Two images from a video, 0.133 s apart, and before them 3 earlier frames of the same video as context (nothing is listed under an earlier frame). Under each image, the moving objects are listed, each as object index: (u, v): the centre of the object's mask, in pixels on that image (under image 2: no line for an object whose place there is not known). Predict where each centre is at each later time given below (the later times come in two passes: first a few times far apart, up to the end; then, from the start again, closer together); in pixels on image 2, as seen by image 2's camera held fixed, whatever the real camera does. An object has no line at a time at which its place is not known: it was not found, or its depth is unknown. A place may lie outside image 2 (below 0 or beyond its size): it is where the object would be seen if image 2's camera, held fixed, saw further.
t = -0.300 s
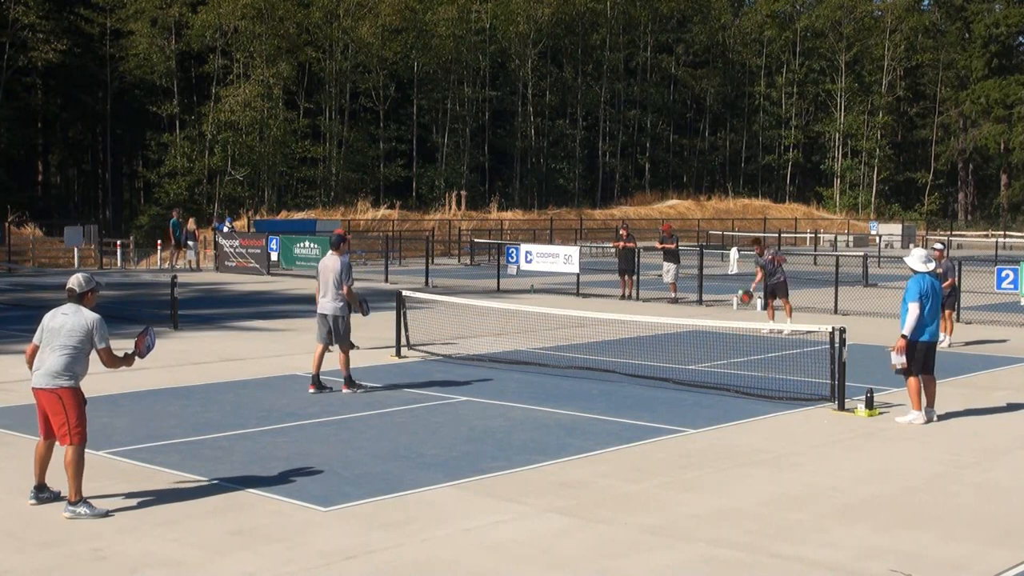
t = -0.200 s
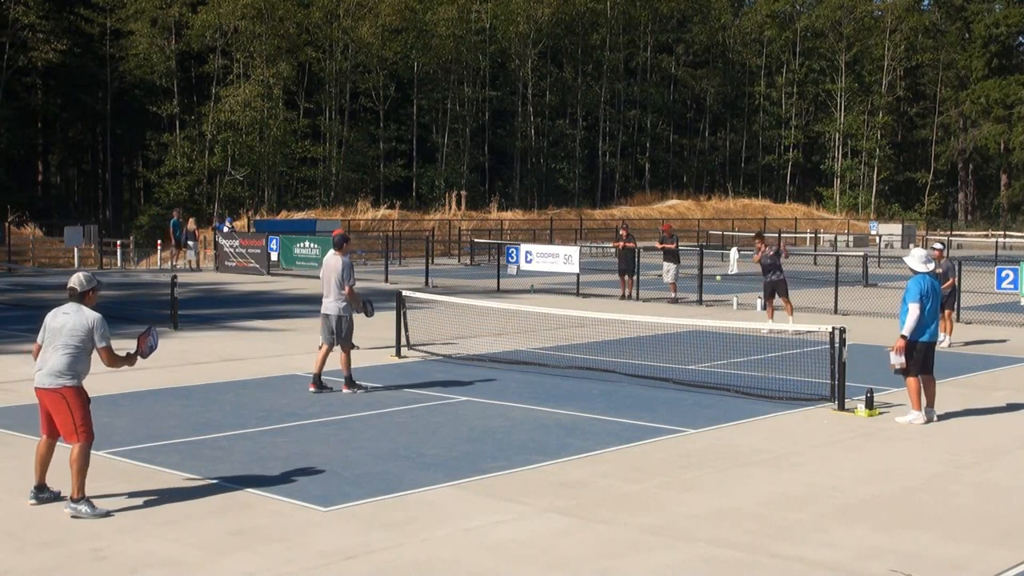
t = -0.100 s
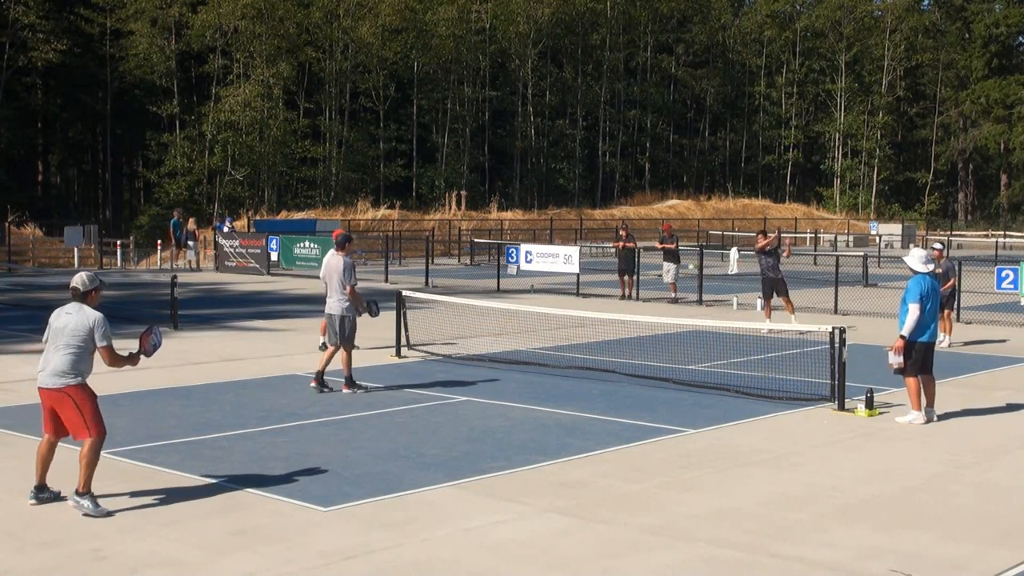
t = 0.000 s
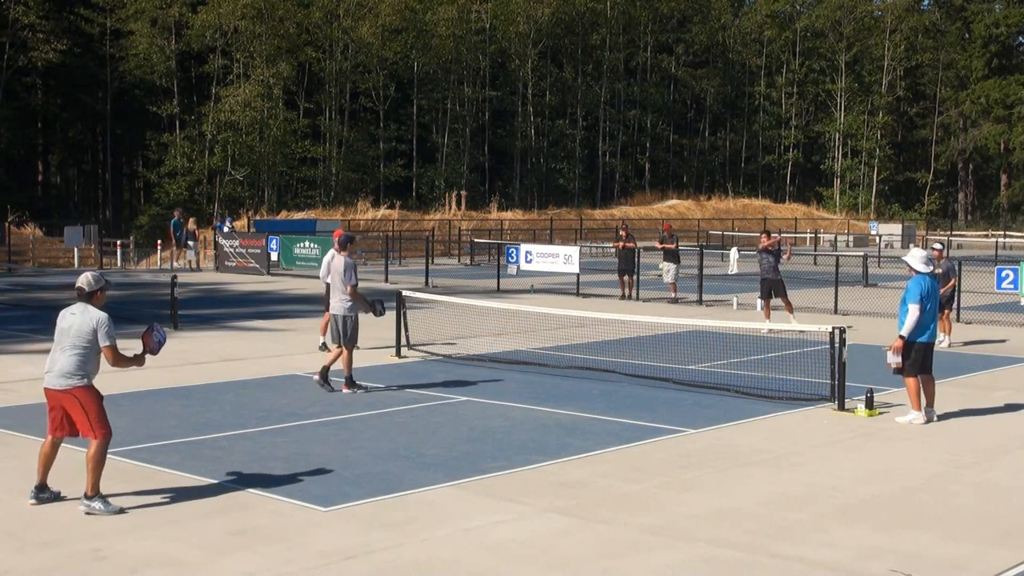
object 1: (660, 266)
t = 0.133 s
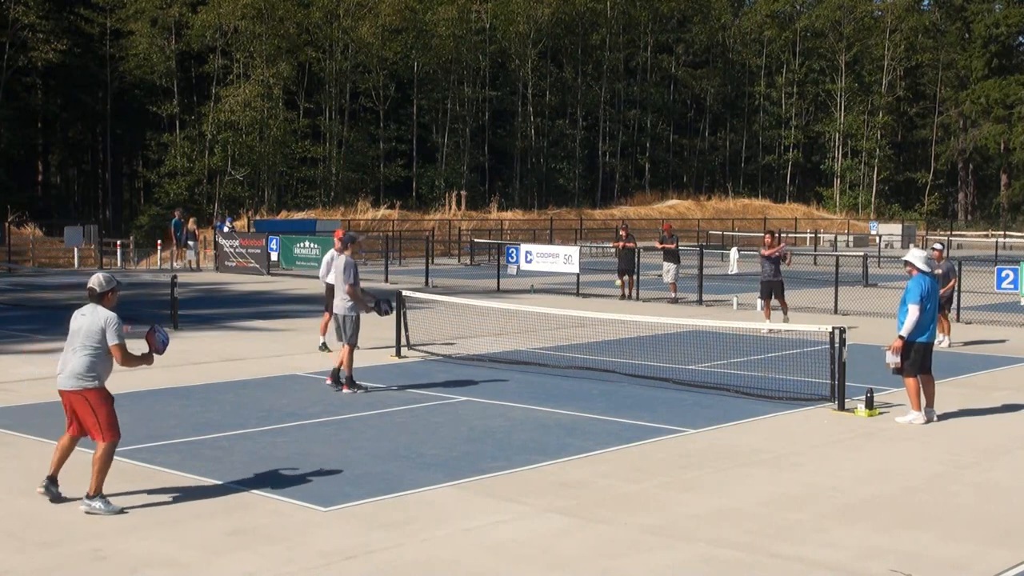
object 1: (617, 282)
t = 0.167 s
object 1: (606, 291)
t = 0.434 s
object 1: (499, 415)
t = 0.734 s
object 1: (380, 403)
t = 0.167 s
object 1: (606, 291)
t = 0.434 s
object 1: (499, 415)
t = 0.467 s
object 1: (485, 424)
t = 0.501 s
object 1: (474, 417)
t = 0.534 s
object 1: (462, 410)
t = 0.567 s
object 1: (450, 405)
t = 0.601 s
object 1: (436, 401)
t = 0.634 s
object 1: (423, 399)
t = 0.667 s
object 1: (409, 398)
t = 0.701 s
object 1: (395, 400)
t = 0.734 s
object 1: (380, 403)
